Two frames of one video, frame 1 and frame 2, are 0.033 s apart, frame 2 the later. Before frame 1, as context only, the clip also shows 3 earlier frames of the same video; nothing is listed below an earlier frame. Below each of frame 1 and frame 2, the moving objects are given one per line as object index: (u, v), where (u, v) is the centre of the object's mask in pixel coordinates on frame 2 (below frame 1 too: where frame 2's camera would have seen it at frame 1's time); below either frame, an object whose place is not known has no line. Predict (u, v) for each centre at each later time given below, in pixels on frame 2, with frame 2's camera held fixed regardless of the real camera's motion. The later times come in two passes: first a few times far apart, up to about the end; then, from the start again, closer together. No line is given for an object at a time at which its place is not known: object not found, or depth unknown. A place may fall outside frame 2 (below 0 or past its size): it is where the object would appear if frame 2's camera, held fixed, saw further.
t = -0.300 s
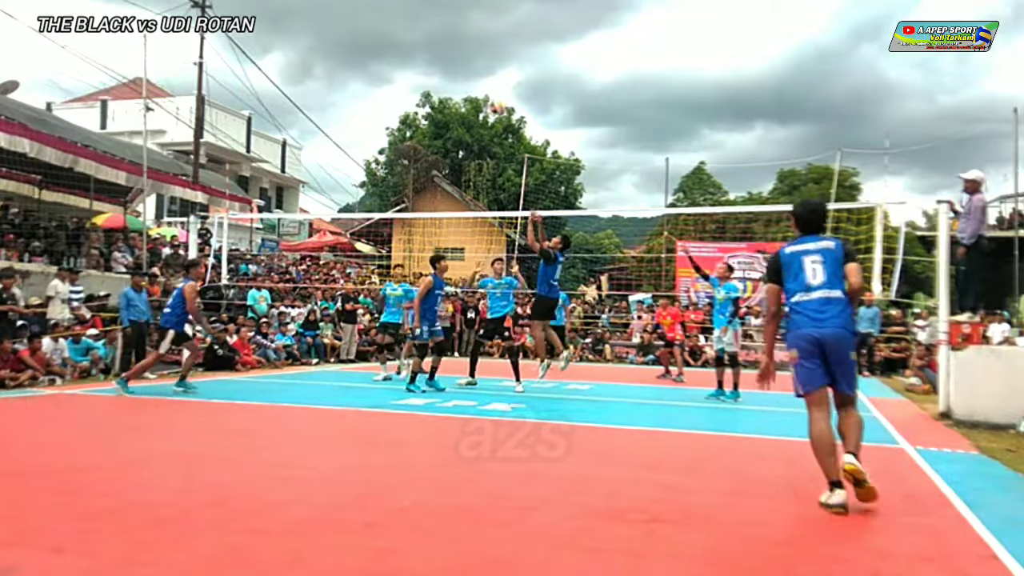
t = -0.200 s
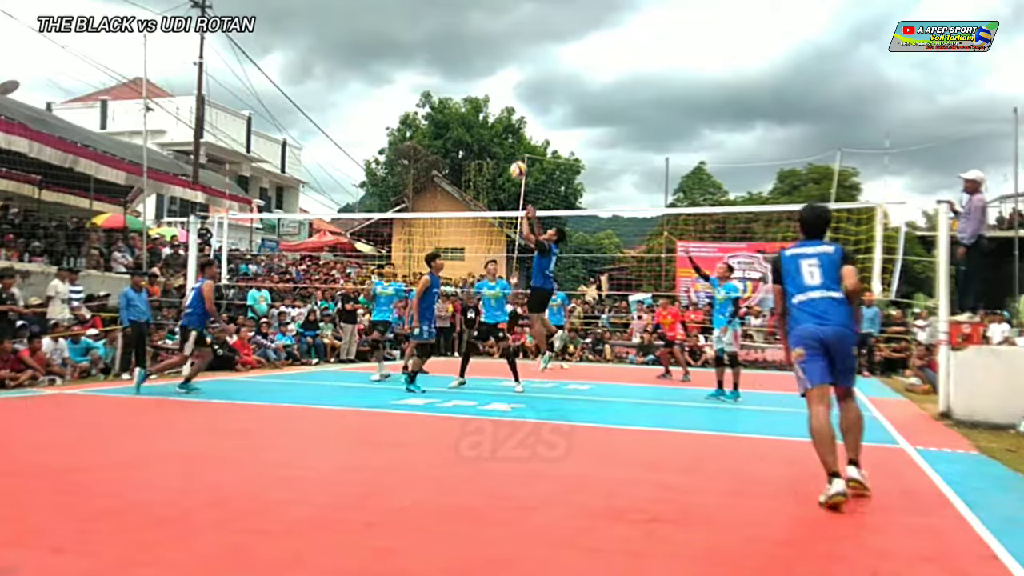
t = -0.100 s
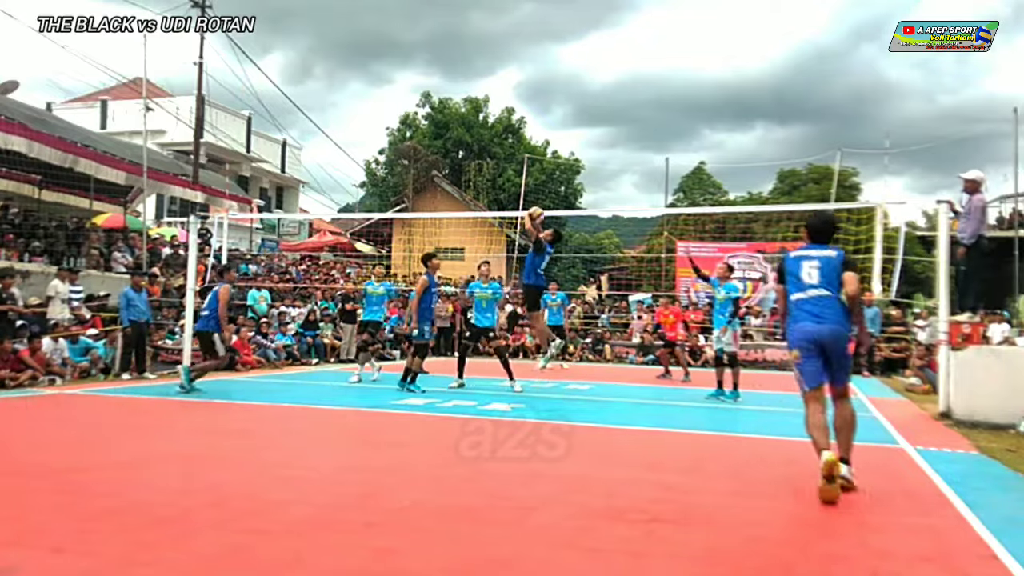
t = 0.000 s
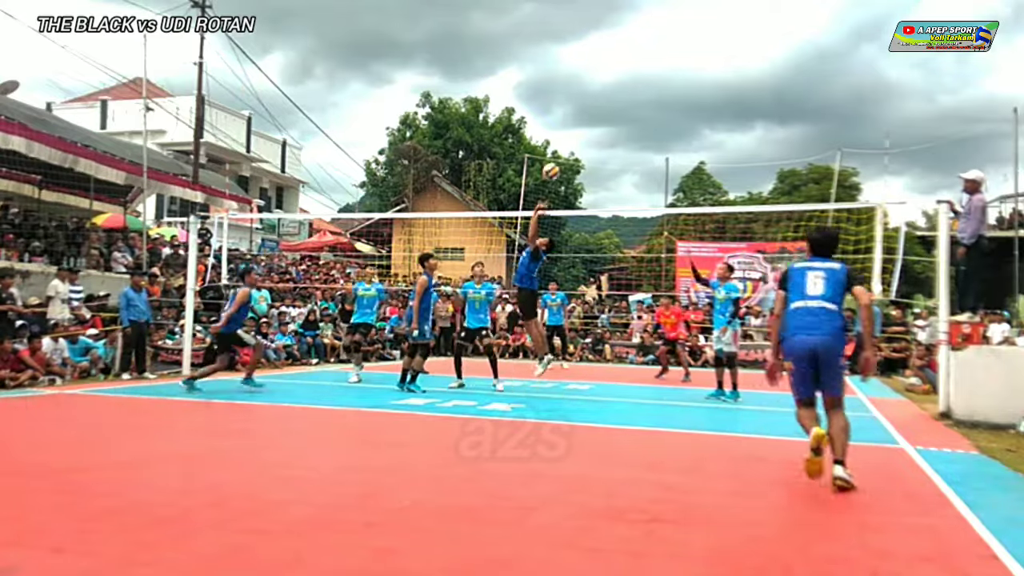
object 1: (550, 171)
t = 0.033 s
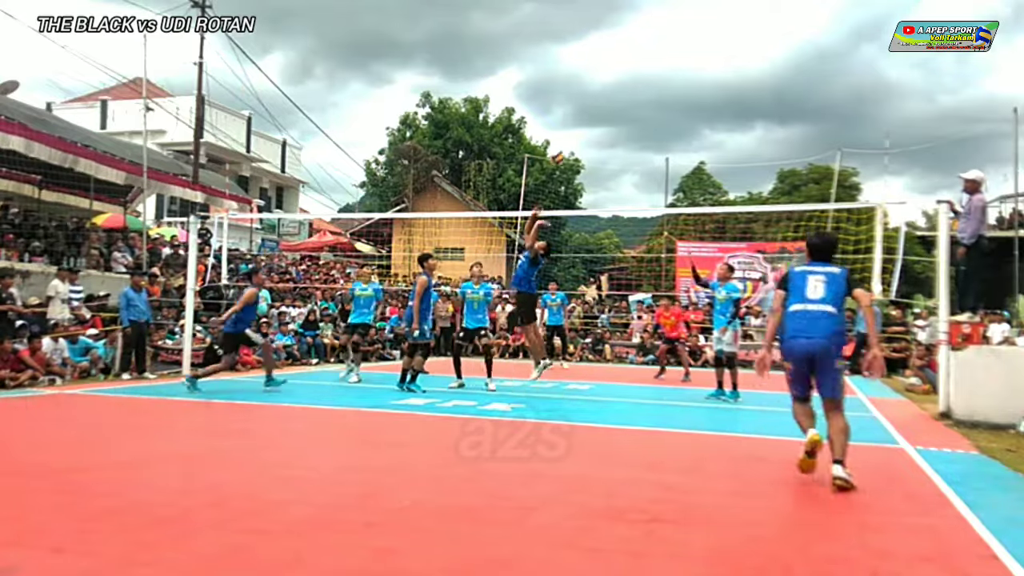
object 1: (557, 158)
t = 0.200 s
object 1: (585, 97)
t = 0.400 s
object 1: (618, 48)
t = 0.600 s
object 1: (653, 31)
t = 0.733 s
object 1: (677, 40)
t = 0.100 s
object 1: (567, 129)
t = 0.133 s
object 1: (573, 117)
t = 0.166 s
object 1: (579, 105)
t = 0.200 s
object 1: (585, 97)
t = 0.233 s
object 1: (589, 87)
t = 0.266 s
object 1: (595, 78)
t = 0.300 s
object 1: (601, 69)
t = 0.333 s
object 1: (606, 61)
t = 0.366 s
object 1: (613, 54)
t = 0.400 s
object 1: (618, 48)
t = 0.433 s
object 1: (624, 43)
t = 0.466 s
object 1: (631, 38)
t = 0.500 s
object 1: (637, 35)
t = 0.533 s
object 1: (642, 33)
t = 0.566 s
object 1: (648, 31)
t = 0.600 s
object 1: (653, 31)
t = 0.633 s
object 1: (660, 31)
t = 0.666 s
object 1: (665, 33)
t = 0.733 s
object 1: (677, 40)
